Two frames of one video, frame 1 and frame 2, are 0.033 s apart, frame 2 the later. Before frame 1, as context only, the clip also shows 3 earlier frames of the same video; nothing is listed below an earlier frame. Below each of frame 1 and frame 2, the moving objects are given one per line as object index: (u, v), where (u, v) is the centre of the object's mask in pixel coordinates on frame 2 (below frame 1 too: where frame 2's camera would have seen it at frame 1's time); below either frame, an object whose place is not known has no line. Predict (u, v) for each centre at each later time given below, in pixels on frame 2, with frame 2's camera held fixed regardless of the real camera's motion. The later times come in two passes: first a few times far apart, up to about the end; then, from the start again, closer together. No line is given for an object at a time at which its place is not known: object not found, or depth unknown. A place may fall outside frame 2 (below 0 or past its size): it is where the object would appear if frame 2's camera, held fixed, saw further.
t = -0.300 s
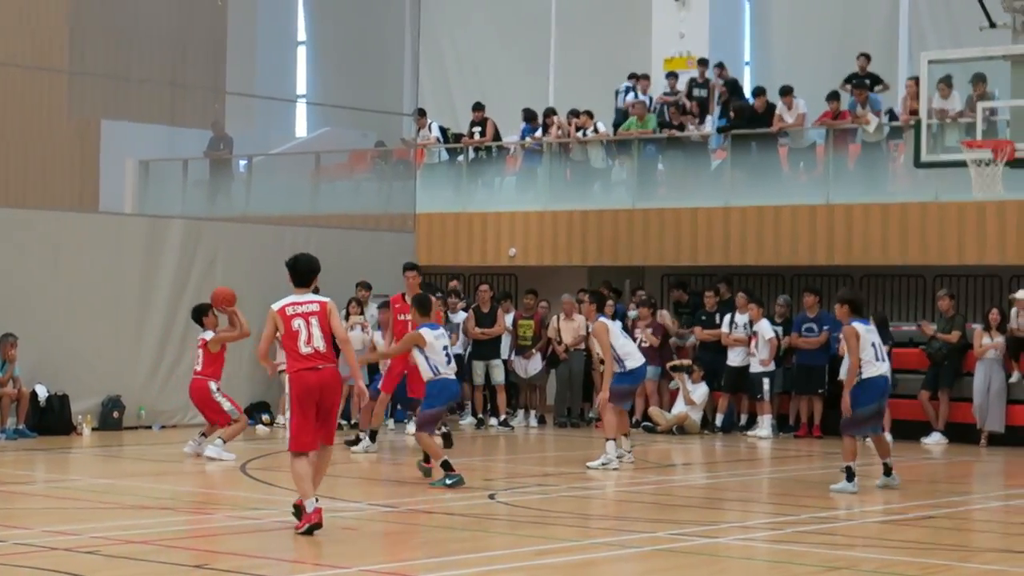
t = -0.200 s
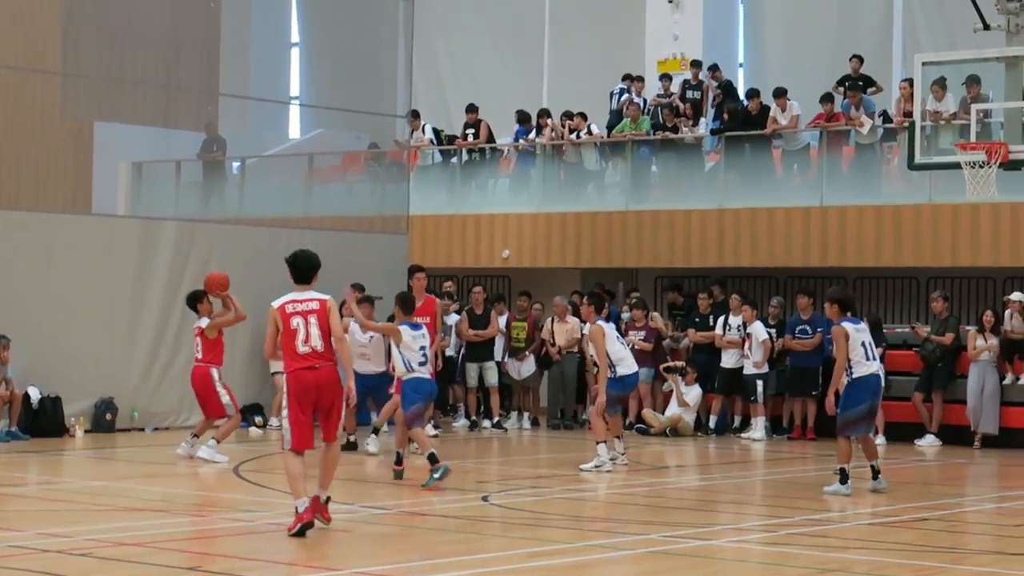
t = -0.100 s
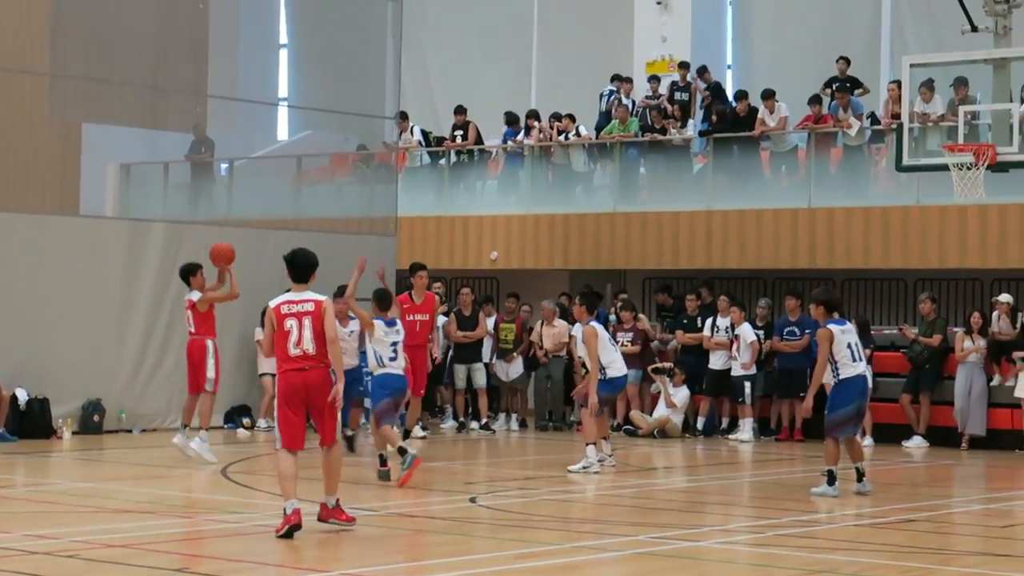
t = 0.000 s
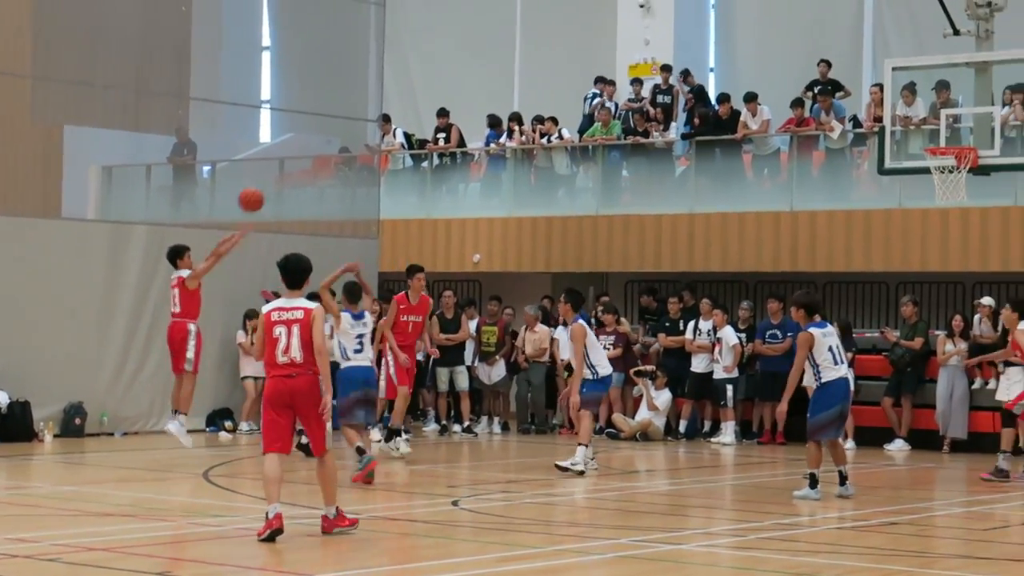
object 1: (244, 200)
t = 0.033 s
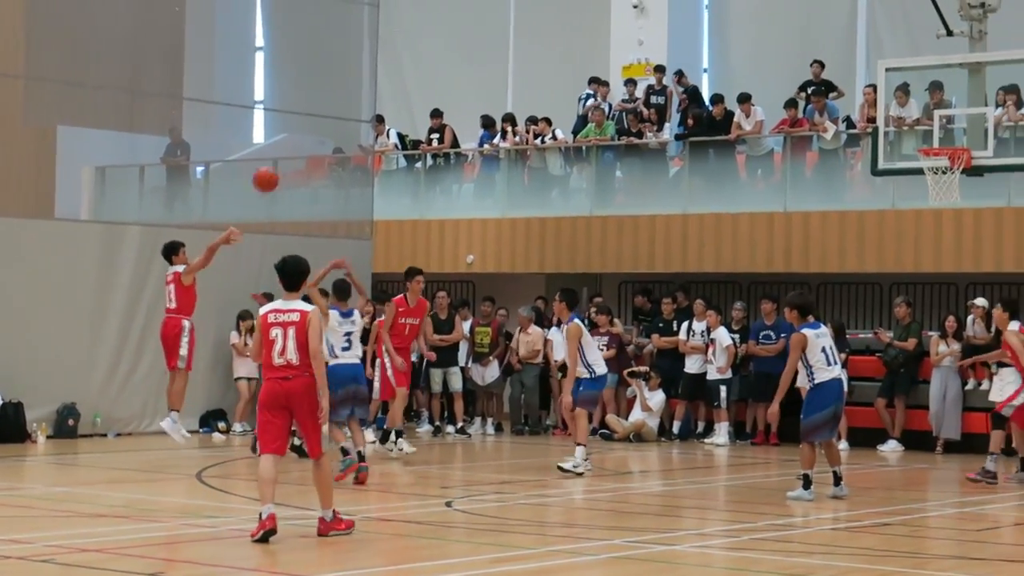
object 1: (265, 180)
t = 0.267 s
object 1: (411, 68)
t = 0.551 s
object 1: (582, 6)
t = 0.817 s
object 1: (736, 23)
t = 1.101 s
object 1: (901, 120)
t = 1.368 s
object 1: (982, 68)
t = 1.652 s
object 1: (1006, 54)
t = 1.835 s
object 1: (1019, 91)
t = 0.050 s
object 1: (276, 170)
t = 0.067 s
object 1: (286, 160)
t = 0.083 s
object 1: (297, 151)
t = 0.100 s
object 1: (307, 142)
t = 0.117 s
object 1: (318, 134)
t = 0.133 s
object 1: (329, 125)
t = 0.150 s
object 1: (339, 117)
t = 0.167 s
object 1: (349, 109)
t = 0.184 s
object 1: (360, 101)
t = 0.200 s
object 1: (370, 95)
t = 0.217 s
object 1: (381, 88)
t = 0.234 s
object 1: (391, 80)
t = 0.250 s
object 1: (401, 74)
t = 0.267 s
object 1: (411, 68)
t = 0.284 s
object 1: (422, 62)
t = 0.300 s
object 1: (431, 56)
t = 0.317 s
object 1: (442, 51)
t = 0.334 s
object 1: (452, 46)
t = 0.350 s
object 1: (462, 41)
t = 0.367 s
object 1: (472, 37)
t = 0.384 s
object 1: (482, 32)
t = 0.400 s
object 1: (492, 29)
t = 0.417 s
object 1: (502, 25)
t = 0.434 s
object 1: (512, 22)
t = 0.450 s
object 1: (522, 19)
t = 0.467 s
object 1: (532, 16)
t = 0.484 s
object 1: (542, 14)
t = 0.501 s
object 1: (552, 11)
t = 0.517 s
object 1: (562, 10)
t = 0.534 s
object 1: (572, 8)
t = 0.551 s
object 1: (582, 6)
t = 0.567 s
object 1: (591, 5)
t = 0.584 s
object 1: (601, 5)
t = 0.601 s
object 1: (611, 4)
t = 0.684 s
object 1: (659, 5)
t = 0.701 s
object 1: (669, 6)
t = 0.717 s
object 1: (678, 8)
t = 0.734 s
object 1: (688, 9)
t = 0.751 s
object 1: (697, 11)
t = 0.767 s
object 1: (707, 14)
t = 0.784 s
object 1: (717, 17)
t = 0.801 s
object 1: (726, 19)
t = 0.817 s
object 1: (736, 23)
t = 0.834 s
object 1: (746, 26)
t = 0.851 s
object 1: (756, 30)
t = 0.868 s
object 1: (765, 34)
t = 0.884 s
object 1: (775, 38)
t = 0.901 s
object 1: (784, 42)
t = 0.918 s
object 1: (794, 47)
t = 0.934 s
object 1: (804, 53)
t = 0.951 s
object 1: (813, 58)
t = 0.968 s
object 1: (825, 63)
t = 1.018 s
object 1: (852, 81)
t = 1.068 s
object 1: (879, 104)
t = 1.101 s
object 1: (901, 120)
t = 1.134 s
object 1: (919, 133)
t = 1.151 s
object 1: (922, 131)
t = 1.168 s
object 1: (927, 125)
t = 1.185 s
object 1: (932, 118)
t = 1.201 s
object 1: (936, 111)
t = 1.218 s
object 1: (941, 107)
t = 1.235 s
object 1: (946, 101)
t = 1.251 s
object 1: (950, 95)
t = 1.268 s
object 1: (954, 91)
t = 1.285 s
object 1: (959, 86)
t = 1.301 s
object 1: (963, 82)
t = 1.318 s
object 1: (968, 78)
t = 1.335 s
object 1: (972, 74)
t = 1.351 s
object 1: (977, 71)
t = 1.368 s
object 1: (982, 68)
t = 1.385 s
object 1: (985, 64)
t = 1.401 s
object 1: (986, 62)
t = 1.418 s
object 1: (987, 59)
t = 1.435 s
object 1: (989, 56)
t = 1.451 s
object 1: (990, 54)
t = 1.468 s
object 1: (991, 53)
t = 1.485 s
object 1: (993, 52)
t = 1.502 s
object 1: (994, 50)
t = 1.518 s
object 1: (996, 50)
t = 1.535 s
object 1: (997, 50)
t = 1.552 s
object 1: (998, 49)
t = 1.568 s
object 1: (999, 50)
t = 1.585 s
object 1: (1000, 49)
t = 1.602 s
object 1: (1002, 51)
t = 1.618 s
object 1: (1003, 51)
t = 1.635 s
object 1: (1004, 52)
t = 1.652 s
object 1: (1006, 54)
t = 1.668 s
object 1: (1007, 56)
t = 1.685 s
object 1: (1008, 58)
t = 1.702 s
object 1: (1009, 60)
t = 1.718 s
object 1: (1011, 63)
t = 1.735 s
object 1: (1012, 67)
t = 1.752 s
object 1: (1013, 69)
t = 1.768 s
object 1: (1014, 74)
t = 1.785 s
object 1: (1015, 77)
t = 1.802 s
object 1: (1016, 82)
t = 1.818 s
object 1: (1018, 87)
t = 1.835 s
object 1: (1019, 91)
